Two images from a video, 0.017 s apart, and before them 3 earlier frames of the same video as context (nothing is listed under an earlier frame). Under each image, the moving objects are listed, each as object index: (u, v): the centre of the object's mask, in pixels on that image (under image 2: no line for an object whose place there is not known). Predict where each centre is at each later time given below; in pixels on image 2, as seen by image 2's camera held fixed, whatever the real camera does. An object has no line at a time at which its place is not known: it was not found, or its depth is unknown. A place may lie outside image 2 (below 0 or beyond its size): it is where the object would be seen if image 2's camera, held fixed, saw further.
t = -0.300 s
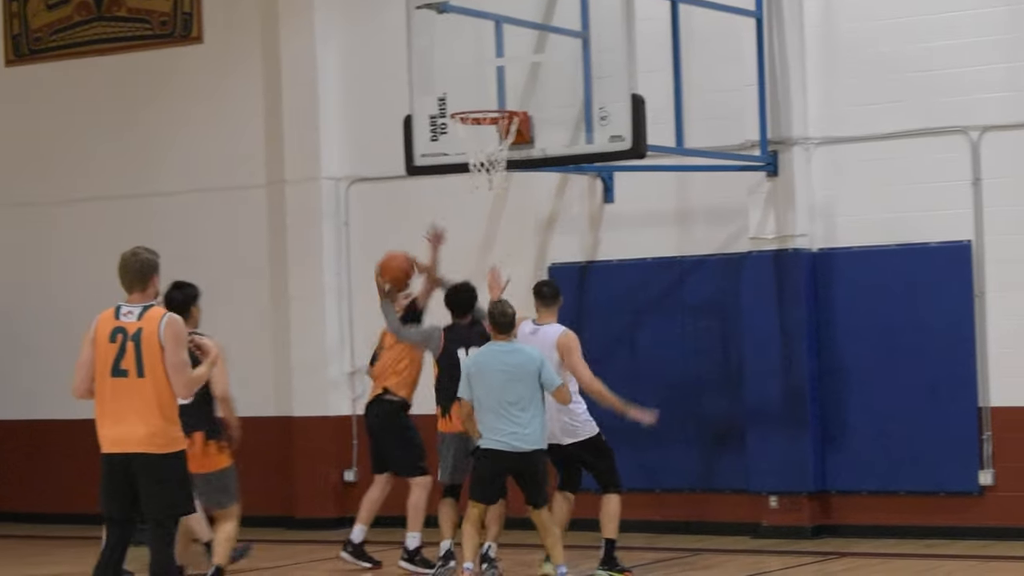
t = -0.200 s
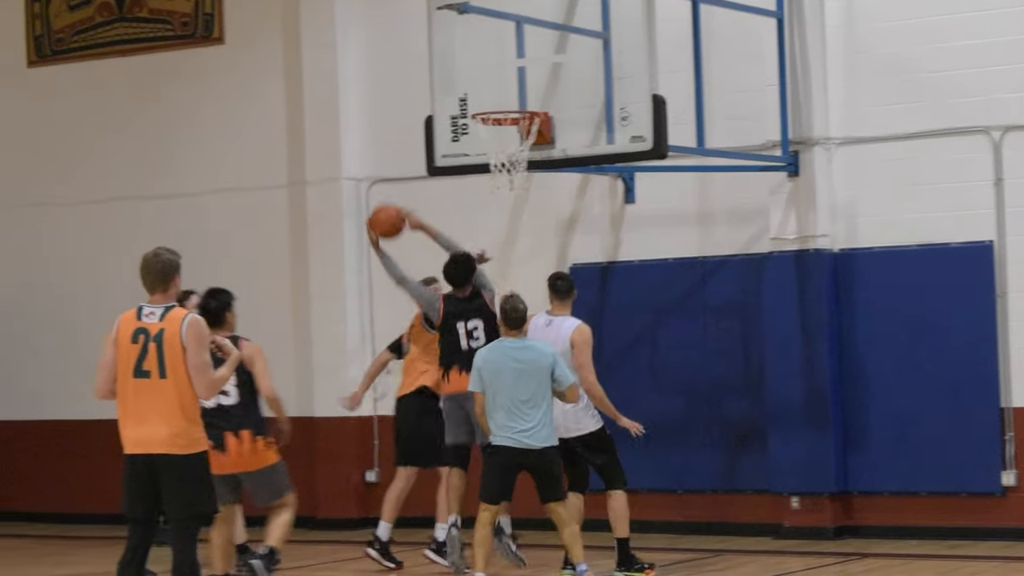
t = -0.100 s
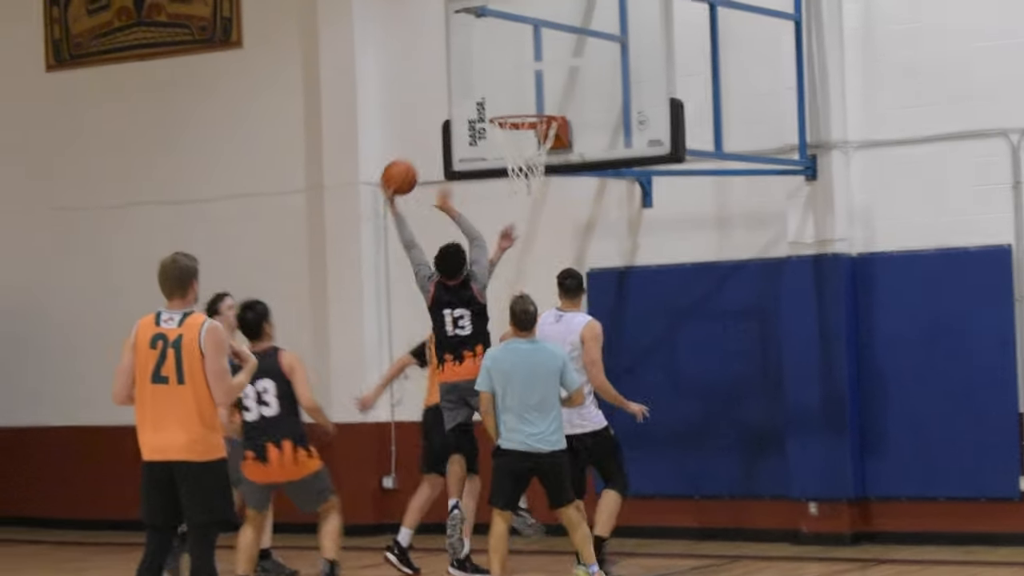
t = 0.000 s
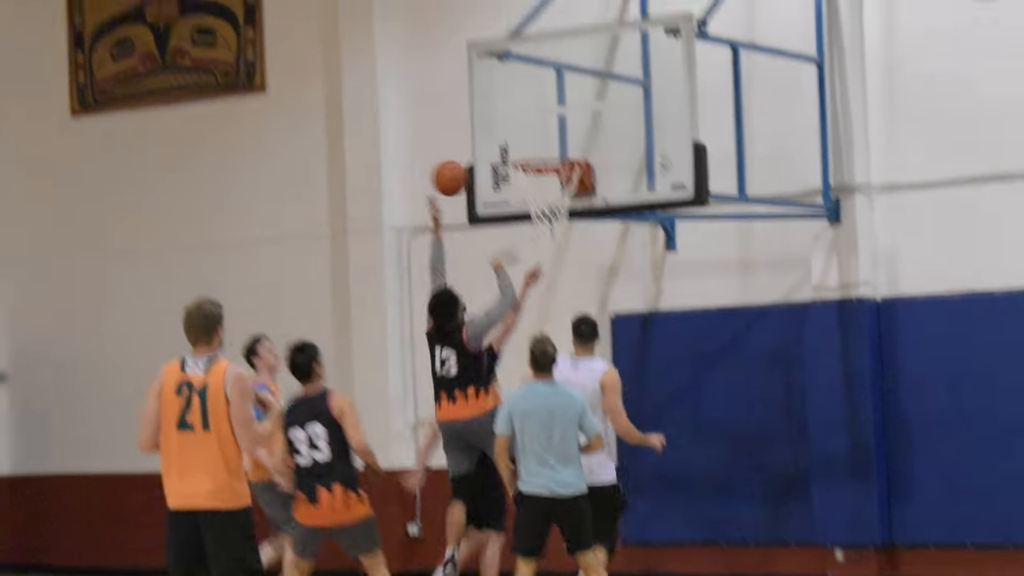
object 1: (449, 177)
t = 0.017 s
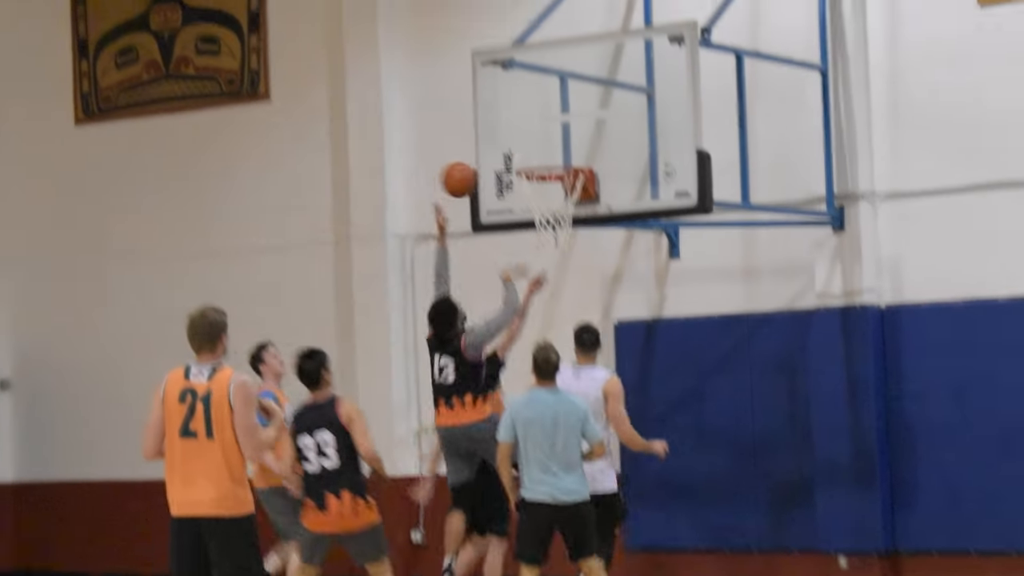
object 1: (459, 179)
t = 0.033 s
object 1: (463, 173)
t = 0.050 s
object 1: (469, 168)
